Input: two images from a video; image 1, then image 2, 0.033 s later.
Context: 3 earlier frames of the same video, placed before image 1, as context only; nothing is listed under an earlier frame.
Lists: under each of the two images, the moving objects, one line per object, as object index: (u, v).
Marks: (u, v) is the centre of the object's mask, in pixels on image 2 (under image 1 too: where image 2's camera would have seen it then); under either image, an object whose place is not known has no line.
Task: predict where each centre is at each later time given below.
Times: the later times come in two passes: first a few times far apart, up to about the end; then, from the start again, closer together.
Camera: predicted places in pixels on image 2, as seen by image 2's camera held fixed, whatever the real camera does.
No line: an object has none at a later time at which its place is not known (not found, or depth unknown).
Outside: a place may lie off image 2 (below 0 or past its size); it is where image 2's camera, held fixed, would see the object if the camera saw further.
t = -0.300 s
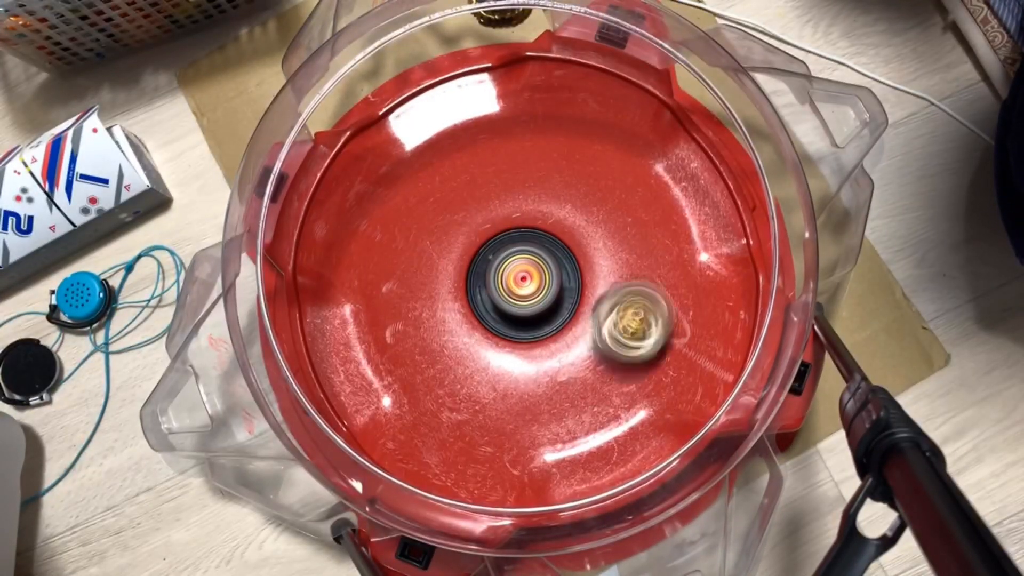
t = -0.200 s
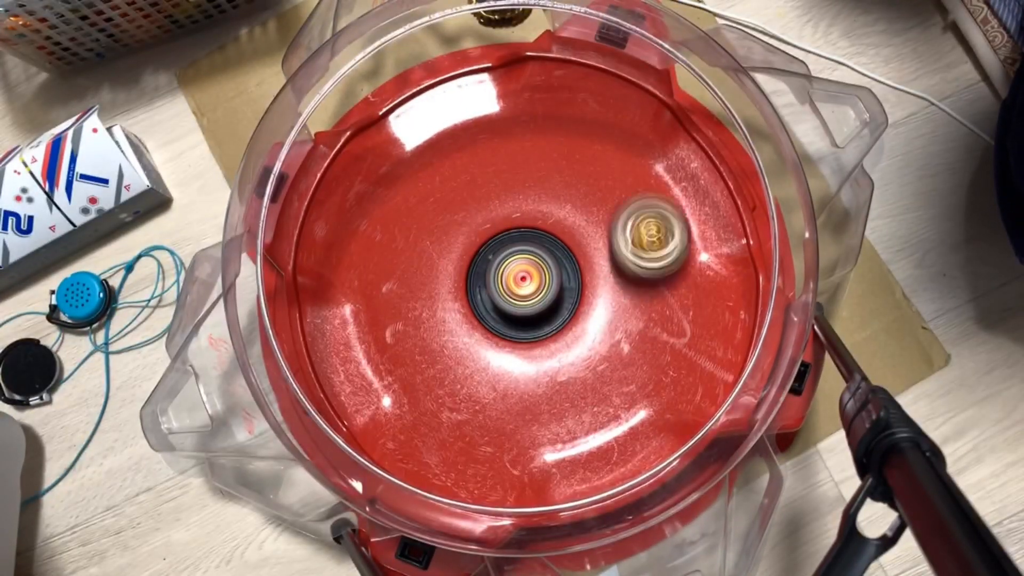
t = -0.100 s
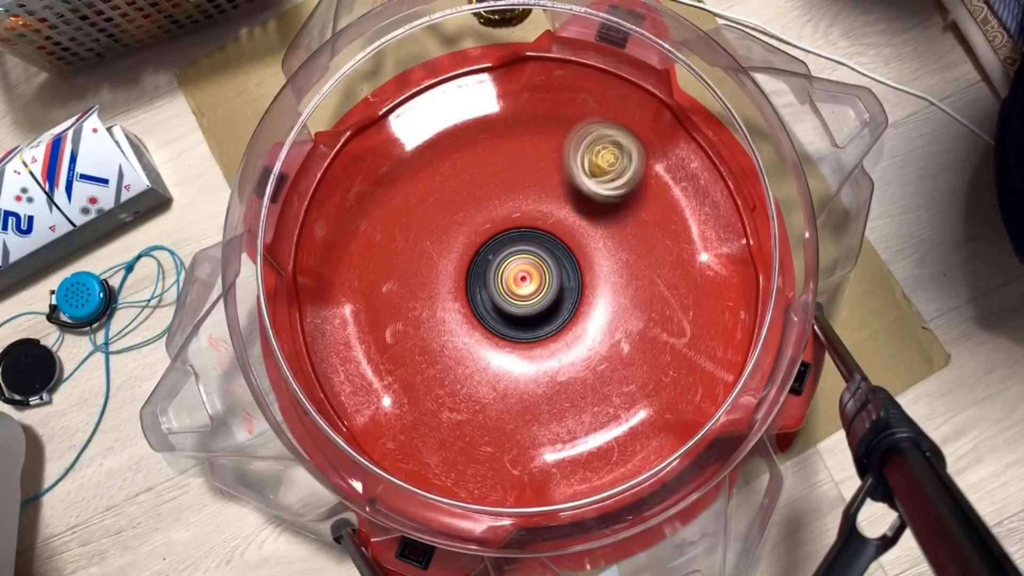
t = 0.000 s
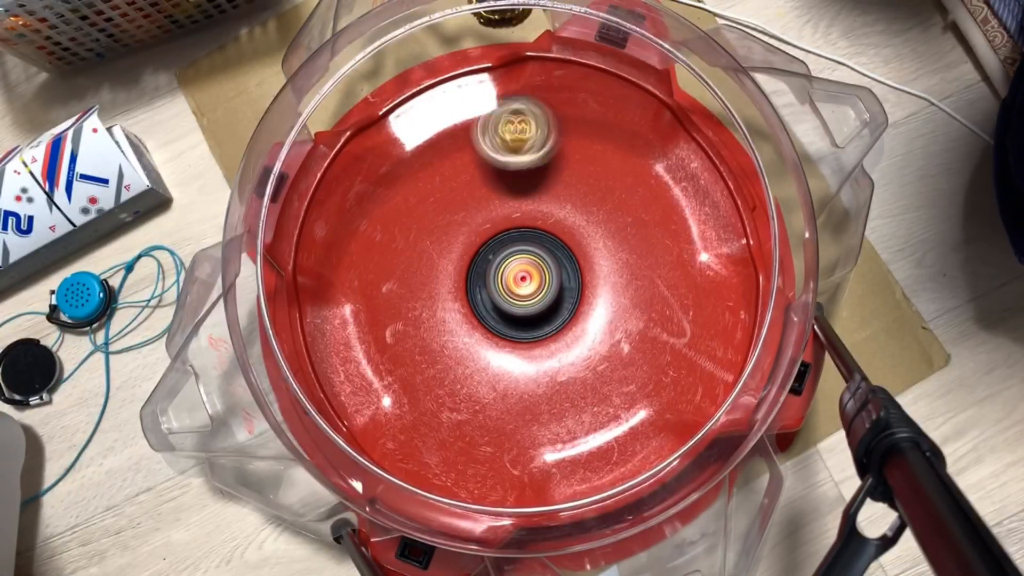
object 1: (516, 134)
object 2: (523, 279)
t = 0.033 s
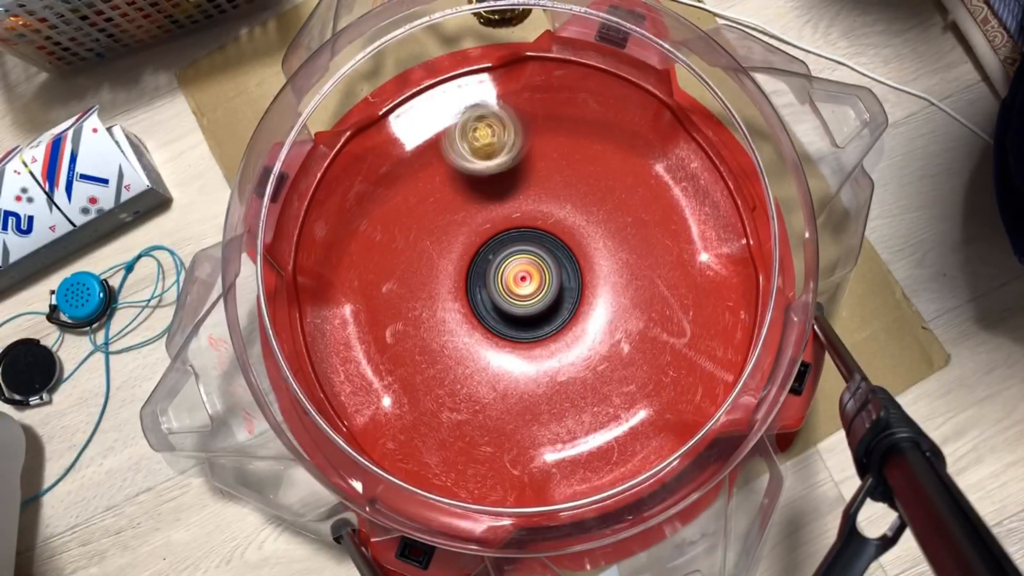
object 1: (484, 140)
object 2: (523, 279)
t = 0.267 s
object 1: (394, 315)
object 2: (523, 279)
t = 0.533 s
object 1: (603, 400)
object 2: (523, 279)
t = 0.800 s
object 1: (642, 193)
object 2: (523, 279)
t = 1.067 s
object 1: (429, 195)
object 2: (523, 279)
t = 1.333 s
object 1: (440, 394)
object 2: (523, 279)
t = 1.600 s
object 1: (631, 336)
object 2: (523, 279)
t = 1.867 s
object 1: (532, 160)
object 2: (523, 279)
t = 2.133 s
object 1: (543, 149)
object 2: (523, 279)
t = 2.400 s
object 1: (520, 171)
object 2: (523, 279)
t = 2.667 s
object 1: (518, 157)
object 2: (523, 279)
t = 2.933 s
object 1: (526, 176)
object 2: (523, 279)
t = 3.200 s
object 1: (527, 168)
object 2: (523, 279)
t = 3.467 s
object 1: (556, 182)
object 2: (523, 279)
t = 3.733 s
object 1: (563, 189)
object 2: (523, 279)
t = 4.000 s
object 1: (598, 213)
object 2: (523, 279)
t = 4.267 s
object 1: (597, 232)
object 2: (523, 279)
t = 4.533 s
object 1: (622, 289)
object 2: (523, 279)
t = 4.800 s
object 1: (610, 328)
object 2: (523, 279)
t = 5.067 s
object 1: (594, 174)
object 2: (519, 278)
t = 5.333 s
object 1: (590, 155)
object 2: (523, 280)
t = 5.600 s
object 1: (590, 212)
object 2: (522, 279)
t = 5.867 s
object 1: (610, 268)
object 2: (522, 279)
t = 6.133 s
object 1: (617, 326)
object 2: (523, 279)
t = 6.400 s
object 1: (557, 354)
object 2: (525, 276)
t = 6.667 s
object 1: (502, 363)
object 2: (523, 278)
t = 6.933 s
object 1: (483, 356)
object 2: (524, 281)
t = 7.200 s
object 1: (504, 352)
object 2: (529, 278)
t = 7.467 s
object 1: (511, 371)
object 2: (523, 279)
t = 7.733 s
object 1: (504, 357)
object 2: (524, 278)
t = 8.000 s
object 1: (465, 369)
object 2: (524, 281)
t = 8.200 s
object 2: (526, 281)
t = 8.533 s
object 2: (523, 278)
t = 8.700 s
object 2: (523, 278)
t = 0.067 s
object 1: (454, 153)
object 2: (523, 279)
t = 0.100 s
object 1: (428, 172)
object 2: (523, 279)
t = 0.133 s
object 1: (408, 196)
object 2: (523, 279)
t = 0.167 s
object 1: (394, 225)
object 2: (523, 279)
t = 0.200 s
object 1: (387, 254)
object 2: (523, 279)
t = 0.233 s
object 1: (388, 285)
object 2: (523, 279)
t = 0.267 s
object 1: (394, 315)
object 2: (523, 279)
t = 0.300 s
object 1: (407, 344)
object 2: (523, 279)
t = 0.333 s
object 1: (426, 368)
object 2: (523, 279)
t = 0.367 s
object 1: (448, 389)
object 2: (523, 279)
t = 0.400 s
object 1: (475, 404)
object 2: (523, 279)
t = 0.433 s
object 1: (506, 414)
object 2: (523, 279)
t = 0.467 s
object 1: (537, 415)
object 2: (523, 279)
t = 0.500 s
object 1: (571, 410)
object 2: (523, 279)
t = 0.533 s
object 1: (603, 400)
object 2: (523, 279)
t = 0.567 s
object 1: (630, 383)
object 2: (523, 279)
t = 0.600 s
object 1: (652, 361)
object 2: (523, 279)
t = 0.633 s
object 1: (666, 335)
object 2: (523, 279)
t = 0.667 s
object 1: (675, 306)
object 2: (523, 279)
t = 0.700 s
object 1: (678, 276)
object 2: (523, 279)
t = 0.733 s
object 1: (673, 247)
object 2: (523, 279)
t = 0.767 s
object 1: (662, 218)
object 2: (523, 279)
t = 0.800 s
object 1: (642, 193)
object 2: (523, 279)
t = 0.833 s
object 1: (619, 174)
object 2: (523, 279)
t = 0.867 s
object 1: (592, 160)
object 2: (523, 279)
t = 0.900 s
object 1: (565, 150)
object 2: (523, 279)
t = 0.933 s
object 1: (534, 147)
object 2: (523, 279)
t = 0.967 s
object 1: (505, 151)
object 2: (523, 279)
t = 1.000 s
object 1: (476, 161)
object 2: (523, 279)
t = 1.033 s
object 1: (451, 176)
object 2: (523, 279)
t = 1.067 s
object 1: (429, 195)
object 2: (523, 279)
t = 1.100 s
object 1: (410, 216)
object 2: (523, 279)
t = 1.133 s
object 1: (396, 242)
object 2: (523, 279)
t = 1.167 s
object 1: (389, 270)
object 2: (523, 279)
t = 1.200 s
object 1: (388, 298)
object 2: (523, 278)
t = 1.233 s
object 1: (393, 325)
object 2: (523, 279)
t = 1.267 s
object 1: (404, 351)
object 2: (523, 279)
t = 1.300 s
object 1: (420, 374)
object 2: (523, 279)
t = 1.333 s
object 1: (440, 394)
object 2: (523, 279)
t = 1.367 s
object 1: (465, 408)
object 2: (523, 279)
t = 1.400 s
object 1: (493, 415)
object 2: (523, 279)
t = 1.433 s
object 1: (519, 415)
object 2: (523, 279)
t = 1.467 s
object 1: (546, 409)
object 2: (523, 279)
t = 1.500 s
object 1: (574, 398)
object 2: (523, 279)
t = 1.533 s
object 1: (596, 381)
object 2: (523, 279)
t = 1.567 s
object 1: (617, 359)
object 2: (523, 279)
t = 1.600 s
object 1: (631, 336)
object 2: (523, 279)
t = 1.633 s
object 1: (639, 312)
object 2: (523, 279)
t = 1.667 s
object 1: (640, 287)
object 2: (523, 279)
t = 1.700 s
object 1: (638, 261)
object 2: (523, 279)
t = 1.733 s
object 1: (629, 236)
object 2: (523, 279)
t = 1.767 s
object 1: (616, 212)
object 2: (523, 279)
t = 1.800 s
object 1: (599, 194)
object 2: (523, 279)
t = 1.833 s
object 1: (580, 178)
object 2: (523, 279)
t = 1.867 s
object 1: (532, 160)
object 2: (523, 279)
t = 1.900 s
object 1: (460, 170)
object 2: (523, 279)
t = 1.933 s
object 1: (395, 240)
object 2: (523, 279)
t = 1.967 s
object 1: (408, 343)
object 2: (523, 279)
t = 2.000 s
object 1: (501, 398)
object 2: (523, 279)
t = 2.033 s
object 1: (600, 366)
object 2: (523, 278)
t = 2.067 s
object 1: (650, 284)
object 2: (523, 279)
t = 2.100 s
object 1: (626, 193)
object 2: (523, 279)
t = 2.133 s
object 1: (543, 149)
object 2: (523, 279)
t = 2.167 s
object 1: (454, 182)
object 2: (523, 279)
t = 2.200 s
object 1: (411, 268)
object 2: (523, 279)
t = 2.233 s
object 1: (440, 360)
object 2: (523, 279)
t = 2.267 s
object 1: (522, 403)
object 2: (523, 279)
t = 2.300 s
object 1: (612, 372)
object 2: (523, 279)
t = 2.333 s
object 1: (652, 286)
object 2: (523, 278)
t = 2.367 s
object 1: (609, 201)
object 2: (523, 279)
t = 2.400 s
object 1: (520, 171)
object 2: (523, 279)
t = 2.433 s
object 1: (437, 206)
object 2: (523, 279)
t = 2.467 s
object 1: (397, 283)
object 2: (523, 279)
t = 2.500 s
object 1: (431, 367)
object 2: (523, 279)
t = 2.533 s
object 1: (520, 398)
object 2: (523, 279)
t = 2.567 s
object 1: (605, 351)
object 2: (523, 279)
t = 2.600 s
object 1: (633, 267)
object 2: (523, 279)
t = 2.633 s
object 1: (597, 187)
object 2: (523, 279)
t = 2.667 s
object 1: (518, 157)
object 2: (523, 279)
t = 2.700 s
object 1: (441, 194)
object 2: (523, 279)
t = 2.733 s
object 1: (413, 279)
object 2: (523, 279)
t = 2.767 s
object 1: (452, 358)
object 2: (523, 279)
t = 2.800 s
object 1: (537, 389)
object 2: (523, 279)
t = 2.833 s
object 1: (617, 353)
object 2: (523, 279)
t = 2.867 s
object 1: (648, 277)
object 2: (523, 279)
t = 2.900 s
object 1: (609, 200)
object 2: (523, 279)
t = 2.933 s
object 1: (526, 176)
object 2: (523, 279)
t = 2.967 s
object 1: (449, 210)
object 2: (523, 279)
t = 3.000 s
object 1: (412, 284)
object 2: (523, 279)
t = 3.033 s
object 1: (437, 362)
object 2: (524, 279)
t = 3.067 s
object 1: (514, 396)
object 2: (523, 279)
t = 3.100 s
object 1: (594, 359)
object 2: (523, 279)
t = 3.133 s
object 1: (625, 282)
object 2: (523, 279)
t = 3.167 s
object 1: (596, 204)
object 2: (524, 279)
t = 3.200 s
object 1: (527, 168)
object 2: (523, 279)
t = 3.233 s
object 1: (452, 190)
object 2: (523, 279)
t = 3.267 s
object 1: (414, 260)
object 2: (523, 279)
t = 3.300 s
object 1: (440, 339)
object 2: (523, 279)
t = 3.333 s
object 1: (514, 379)
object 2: (523, 279)
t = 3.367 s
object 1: (594, 359)
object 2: (524, 279)
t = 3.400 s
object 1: (638, 298)
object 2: (523, 279)
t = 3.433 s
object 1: (622, 224)
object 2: (523, 279)
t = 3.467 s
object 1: (556, 182)
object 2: (523, 279)
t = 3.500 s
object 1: (478, 197)
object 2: (523, 279)
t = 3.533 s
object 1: (428, 256)
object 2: (523, 279)
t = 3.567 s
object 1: (428, 331)
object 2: (523, 279)
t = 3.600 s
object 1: (481, 385)
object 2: (523, 279)
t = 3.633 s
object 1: (558, 378)
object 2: (523, 279)
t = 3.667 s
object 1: (611, 320)
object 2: (523, 279)
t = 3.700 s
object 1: (610, 245)
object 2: (523, 279)
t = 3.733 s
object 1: (563, 189)
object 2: (523, 279)
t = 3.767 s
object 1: (494, 177)
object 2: (523, 279)
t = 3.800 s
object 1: (436, 220)
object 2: (523, 279)
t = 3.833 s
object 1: (426, 293)
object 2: (523, 279)
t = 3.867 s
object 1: (472, 355)
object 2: (523, 279)
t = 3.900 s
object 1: (543, 369)
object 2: (523, 279)
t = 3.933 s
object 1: (607, 337)
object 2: (523, 279)
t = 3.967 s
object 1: (631, 273)
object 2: (523, 279)
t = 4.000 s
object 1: (598, 213)
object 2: (523, 279)
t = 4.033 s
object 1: (530, 189)
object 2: (523, 279)
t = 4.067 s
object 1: (465, 216)
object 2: (523, 279)
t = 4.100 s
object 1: (428, 275)
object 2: (523, 279)
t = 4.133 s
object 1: (442, 341)
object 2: (523, 279)
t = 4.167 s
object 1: (501, 380)
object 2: (523, 279)
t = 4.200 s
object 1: (570, 358)
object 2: (523, 279)
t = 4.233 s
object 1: (607, 299)
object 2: (523, 279)
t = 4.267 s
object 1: (597, 232)
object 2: (523, 279)
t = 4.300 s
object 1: (550, 188)
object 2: (523, 278)
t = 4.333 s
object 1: (485, 188)
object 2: (523, 279)
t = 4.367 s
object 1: (435, 253)
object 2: (523, 279)
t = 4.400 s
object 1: (442, 304)
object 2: (523, 279)
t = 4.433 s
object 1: (472, 345)
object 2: (523, 279)
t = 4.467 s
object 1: (567, 360)
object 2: (523, 279)
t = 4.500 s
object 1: (605, 333)
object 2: (523, 279)
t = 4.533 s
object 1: (622, 289)
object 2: (523, 279)
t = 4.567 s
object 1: (585, 219)
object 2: (523, 279)
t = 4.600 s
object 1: (524, 199)
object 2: (523, 279)
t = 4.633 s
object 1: (479, 205)
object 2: (523, 279)
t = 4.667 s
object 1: (427, 277)
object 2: (523, 279)
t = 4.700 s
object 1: (440, 323)
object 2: (523, 279)
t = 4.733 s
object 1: (477, 353)
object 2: (523, 279)
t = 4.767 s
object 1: (572, 351)
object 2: (523, 279)
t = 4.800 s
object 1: (610, 328)
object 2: (523, 279)
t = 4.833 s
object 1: (624, 302)
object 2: (523, 279)
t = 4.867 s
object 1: (612, 246)
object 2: (523, 279)
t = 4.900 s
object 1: (602, 236)
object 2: (523, 279)
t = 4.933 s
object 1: (589, 227)
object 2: (523, 279)
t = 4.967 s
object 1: (577, 219)
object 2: (523, 279)
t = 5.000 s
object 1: (580, 204)
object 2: (519, 276)
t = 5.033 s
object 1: (590, 185)
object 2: (524, 279)
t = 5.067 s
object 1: (594, 174)
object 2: (519, 278)
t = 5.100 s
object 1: (597, 167)
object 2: (522, 280)
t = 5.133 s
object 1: (597, 162)
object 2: (522, 279)
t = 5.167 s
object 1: (595, 158)
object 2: (523, 280)
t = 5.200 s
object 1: (594, 155)
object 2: (523, 279)
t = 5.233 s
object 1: (593, 154)
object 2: (522, 279)
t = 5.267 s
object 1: (592, 153)
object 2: (523, 279)
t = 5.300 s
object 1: (591, 153)
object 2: (523, 279)
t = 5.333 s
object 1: (590, 155)
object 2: (523, 280)
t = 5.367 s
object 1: (588, 159)
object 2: (523, 279)
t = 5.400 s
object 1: (584, 167)
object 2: (523, 280)
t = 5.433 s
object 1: (580, 178)
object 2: (523, 280)
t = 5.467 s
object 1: (577, 191)
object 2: (523, 280)
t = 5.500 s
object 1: (573, 203)
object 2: (524, 280)
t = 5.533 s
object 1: (571, 214)
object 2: (524, 279)
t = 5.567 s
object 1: (581, 216)
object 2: (520, 279)
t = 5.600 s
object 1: (590, 212)
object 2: (522, 279)
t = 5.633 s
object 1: (595, 211)
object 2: (522, 279)
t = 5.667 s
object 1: (597, 213)
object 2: (523, 280)
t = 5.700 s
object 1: (599, 219)
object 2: (523, 279)
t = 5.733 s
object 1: (598, 229)
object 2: (523, 279)
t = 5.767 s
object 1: (599, 238)
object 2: (523, 279)
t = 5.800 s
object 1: (598, 248)
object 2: (523, 279)
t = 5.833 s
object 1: (603, 259)
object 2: (521, 279)
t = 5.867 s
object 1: (610, 268)
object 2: (522, 279)
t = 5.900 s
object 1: (614, 273)
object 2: (522, 279)
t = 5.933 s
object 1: (617, 279)
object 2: (522, 280)
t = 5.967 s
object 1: (620, 286)
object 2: (522, 279)
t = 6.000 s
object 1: (622, 294)
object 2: (523, 279)
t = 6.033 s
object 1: (622, 303)
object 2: (523, 279)
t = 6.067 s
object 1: (622, 310)
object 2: (523, 279)
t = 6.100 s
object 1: (620, 319)
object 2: (523, 279)
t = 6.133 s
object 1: (617, 326)
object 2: (523, 279)
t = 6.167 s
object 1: (613, 333)
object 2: (523, 279)
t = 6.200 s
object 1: (607, 338)
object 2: (523, 279)
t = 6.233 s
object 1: (600, 343)
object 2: (523, 279)
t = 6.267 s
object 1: (591, 346)
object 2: (523, 279)
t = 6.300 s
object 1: (583, 348)
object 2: (523, 279)
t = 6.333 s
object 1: (573, 350)
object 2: (523, 279)
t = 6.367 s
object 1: (563, 350)
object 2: (523, 279)
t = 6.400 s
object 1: (557, 354)
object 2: (525, 276)
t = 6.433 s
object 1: (547, 358)
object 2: (523, 278)
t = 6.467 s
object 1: (538, 358)
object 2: (523, 278)
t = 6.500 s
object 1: (531, 357)
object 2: (522, 277)
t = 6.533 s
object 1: (525, 356)
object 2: (523, 278)
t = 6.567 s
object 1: (520, 357)
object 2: (524, 279)
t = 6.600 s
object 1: (511, 362)
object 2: (527, 278)
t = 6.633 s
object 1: (505, 364)
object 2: (524, 278)
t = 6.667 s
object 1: (502, 363)
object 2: (523, 278)
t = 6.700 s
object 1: (499, 358)
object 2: (522, 278)
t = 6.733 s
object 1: (496, 357)
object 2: (524, 279)
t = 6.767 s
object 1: (486, 360)
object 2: (526, 279)
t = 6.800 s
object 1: (481, 360)
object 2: (524, 278)
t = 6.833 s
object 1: (479, 351)
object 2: (523, 279)
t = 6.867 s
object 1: (483, 345)
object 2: (523, 278)
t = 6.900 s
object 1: (483, 351)
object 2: (530, 282)
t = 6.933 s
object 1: (483, 356)
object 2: (524, 281)
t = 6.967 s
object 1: (483, 359)
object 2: (529, 278)
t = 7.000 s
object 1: (484, 361)
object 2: (524, 279)
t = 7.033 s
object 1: (485, 360)
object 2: (526, 277)
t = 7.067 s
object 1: (487, 358)
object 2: (524, 278)
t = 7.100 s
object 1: (491, 356)
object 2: (523, 278)
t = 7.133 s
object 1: (495, 352)
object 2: (522, 278)
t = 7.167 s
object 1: (501, 347)
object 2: (523, 278)
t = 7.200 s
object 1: (504, 352)
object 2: (529, 278)
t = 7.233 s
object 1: (505, 361)
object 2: (526, 283)
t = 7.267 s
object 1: (508, 364)
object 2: (526, 277)
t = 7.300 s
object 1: (510, 364)
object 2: (525, 280)
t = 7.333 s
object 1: (511, 363)
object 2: (525, 277)
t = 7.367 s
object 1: (512, 360)
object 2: (523, 277)
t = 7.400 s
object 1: (511, 359)
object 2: (523, 278)
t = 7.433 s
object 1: (510, 366)
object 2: (524, 279)
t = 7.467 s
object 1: (511, 371)
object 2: (523, 279)
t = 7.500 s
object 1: (514, 373)
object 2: (523, 279)
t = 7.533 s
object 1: (516, 373)
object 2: (524, 279)
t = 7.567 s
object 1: (515, 373)
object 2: (524, 279)
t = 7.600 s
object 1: (513, 372)
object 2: (524, 279)
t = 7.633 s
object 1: (511, 370)
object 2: (524, 279)
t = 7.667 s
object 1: (508, 366)
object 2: (524, 279)
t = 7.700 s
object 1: (505, 361)
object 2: (524, 279)
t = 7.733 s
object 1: (504, 357)
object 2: (524, 278)
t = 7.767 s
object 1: (502, 354)
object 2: (523, 279)
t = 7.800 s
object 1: (504, 350)
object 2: (523, 278)
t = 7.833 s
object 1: (503, 349)
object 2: (524, 278)
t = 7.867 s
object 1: (500, 352)
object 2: (527, 276)
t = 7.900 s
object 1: (487, 365)
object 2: (532, 280)
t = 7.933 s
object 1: (477, 373)
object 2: (525, 279)
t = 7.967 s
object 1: (470, 373)
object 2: (531, 277)
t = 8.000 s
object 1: (465, 369)
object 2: (524, 281)
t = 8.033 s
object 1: (463, 364)
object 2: (529, 273)
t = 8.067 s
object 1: (460, 358)
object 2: (525, 280)
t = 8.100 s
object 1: (458, 352)
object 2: (525, 274)
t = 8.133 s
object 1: (458, 345)
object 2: (523, 279)
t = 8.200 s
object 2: (526, 281)
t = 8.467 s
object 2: (523, 278)
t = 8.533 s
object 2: (523, 278)
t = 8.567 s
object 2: (523, 279)
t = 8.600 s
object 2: (523, 278)
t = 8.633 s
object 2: (523, 279)
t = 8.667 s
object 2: (523, 278)
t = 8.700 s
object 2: (523, 278)
